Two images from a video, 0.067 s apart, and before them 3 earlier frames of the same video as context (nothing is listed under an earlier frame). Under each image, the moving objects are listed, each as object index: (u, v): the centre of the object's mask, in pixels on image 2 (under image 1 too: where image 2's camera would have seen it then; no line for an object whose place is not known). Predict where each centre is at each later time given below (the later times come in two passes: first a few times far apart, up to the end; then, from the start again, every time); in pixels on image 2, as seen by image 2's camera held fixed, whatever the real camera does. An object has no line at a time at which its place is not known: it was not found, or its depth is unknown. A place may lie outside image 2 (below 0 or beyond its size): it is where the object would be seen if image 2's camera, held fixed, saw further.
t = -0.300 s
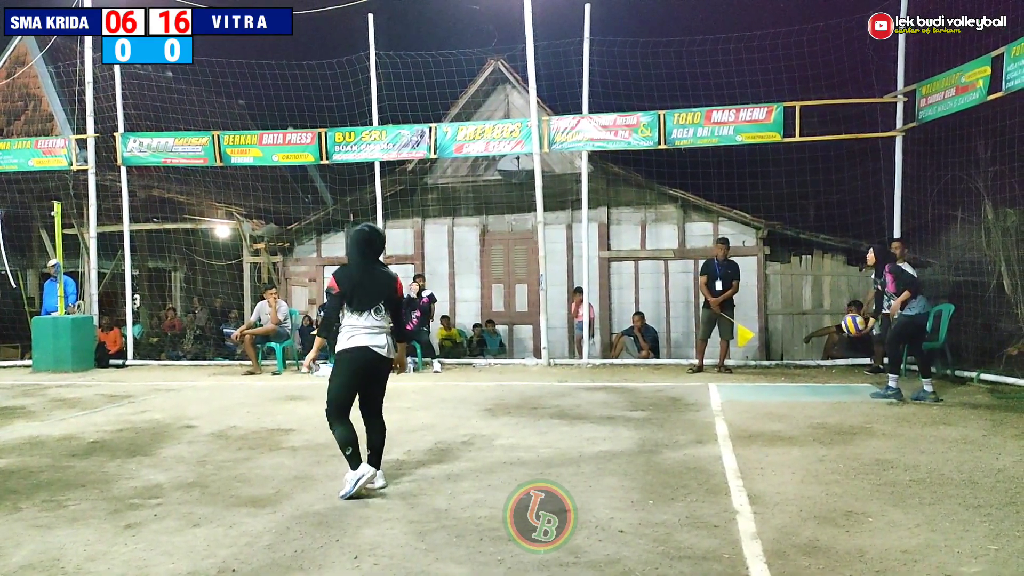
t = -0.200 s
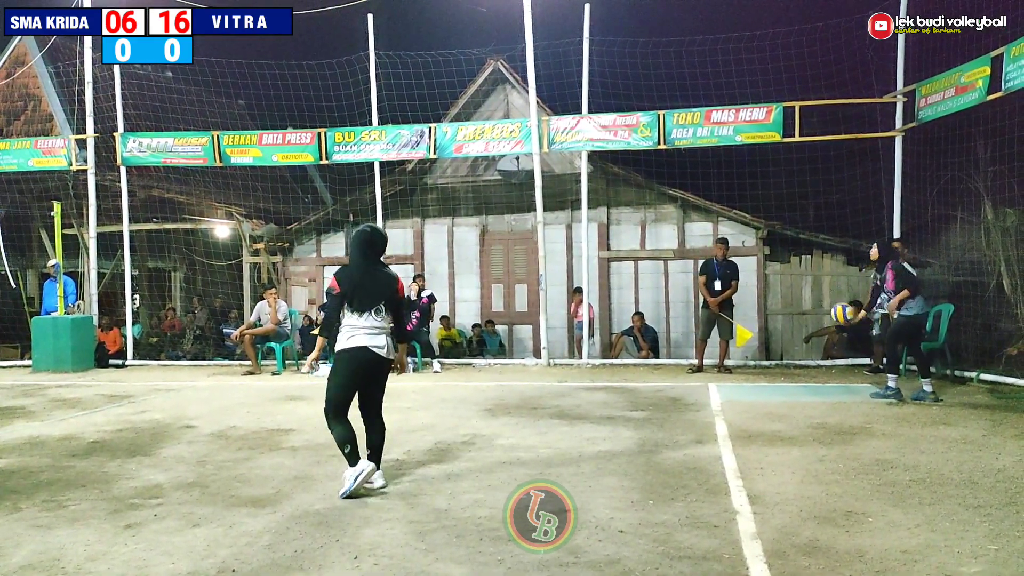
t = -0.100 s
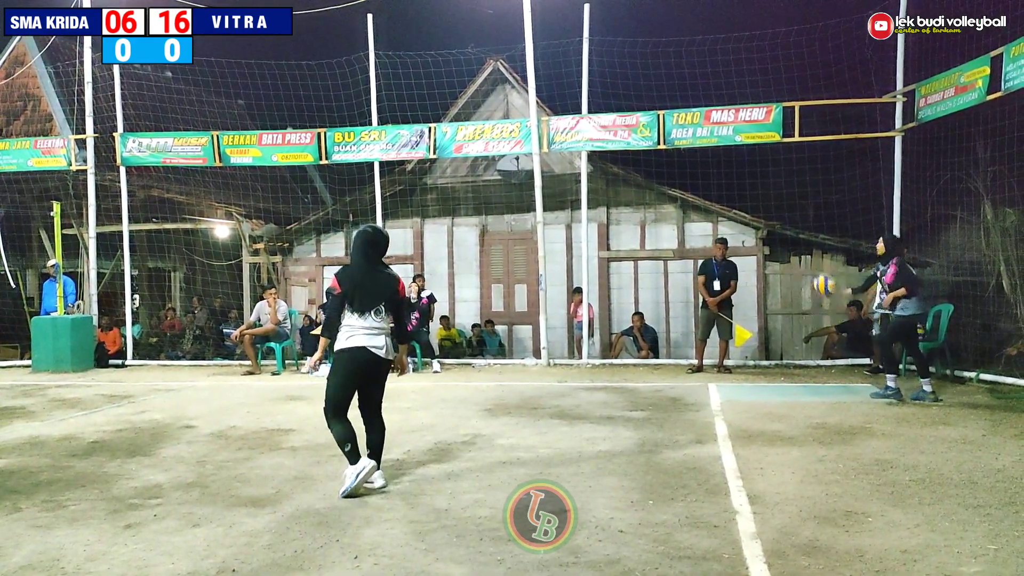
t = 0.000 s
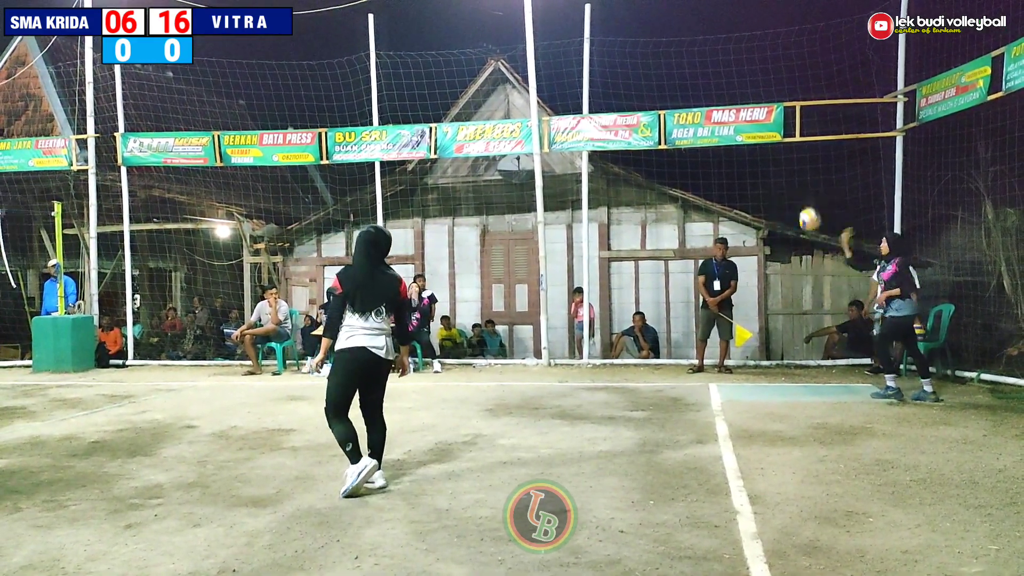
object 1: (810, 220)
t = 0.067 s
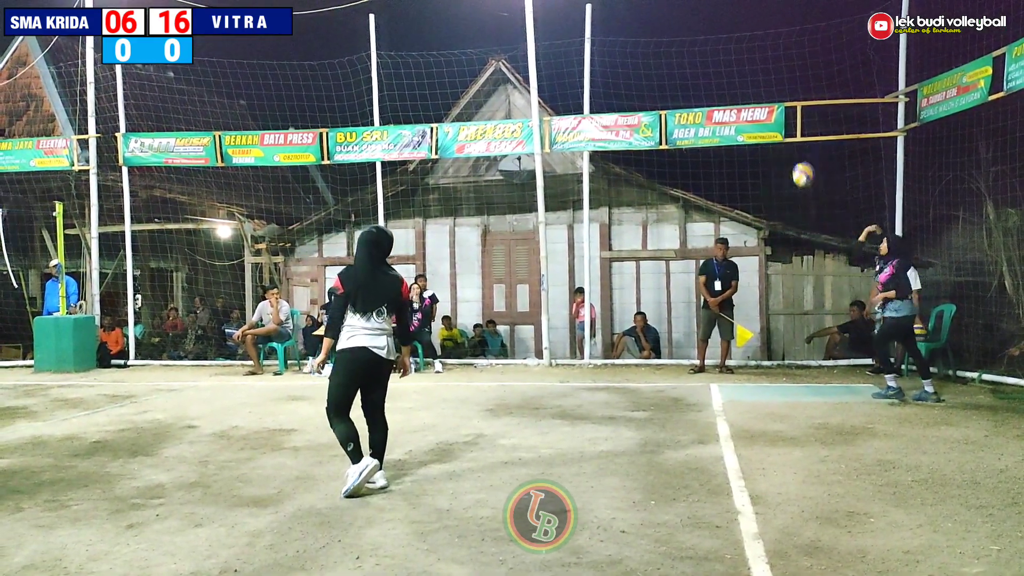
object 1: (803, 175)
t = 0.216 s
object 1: (785, 88)
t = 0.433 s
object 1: (759, 2)
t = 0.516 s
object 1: (749, -16)
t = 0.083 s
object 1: (801, 164)
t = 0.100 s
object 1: (799, 154)
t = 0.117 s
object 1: (797, 143)
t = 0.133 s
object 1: (795, 133)
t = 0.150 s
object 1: (793, 124)
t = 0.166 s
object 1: (792, 113)
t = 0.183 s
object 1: (789, 104)
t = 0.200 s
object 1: (787, 96)
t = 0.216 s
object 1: (785, 88)
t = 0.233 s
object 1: (783, 79)
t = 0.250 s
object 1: (781, 71)
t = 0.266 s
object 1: (779, 64)
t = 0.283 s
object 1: (777, 57)
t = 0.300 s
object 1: (775, 50)
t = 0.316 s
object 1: (773, 42)
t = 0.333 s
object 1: (771, 36)
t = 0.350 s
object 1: (770, 30)
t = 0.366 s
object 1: (767, 23)
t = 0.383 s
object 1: (765, 18)
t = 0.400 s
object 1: (763, 13)
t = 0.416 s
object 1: (761, 7)
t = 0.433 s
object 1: (759, 2)
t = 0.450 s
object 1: (757, -3)
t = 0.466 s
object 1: (755, -7)
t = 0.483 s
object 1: (753, -10)
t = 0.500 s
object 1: (751, -13)
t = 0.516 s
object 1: (749, -16)
